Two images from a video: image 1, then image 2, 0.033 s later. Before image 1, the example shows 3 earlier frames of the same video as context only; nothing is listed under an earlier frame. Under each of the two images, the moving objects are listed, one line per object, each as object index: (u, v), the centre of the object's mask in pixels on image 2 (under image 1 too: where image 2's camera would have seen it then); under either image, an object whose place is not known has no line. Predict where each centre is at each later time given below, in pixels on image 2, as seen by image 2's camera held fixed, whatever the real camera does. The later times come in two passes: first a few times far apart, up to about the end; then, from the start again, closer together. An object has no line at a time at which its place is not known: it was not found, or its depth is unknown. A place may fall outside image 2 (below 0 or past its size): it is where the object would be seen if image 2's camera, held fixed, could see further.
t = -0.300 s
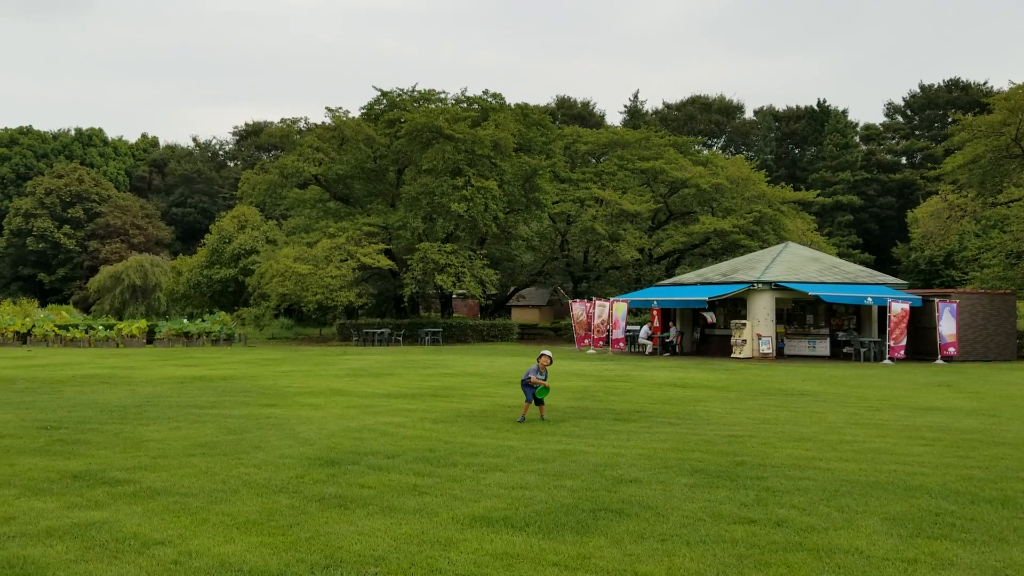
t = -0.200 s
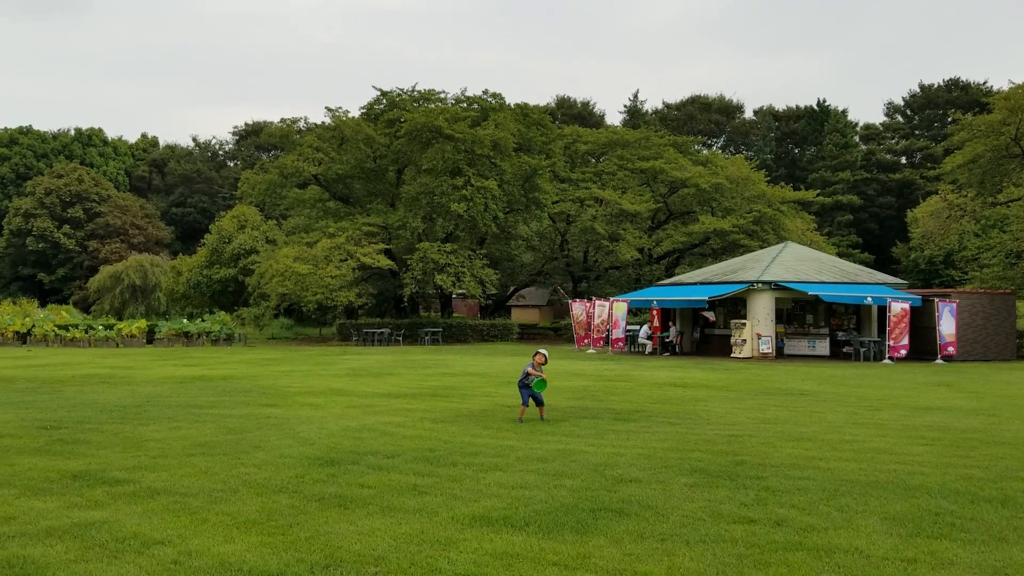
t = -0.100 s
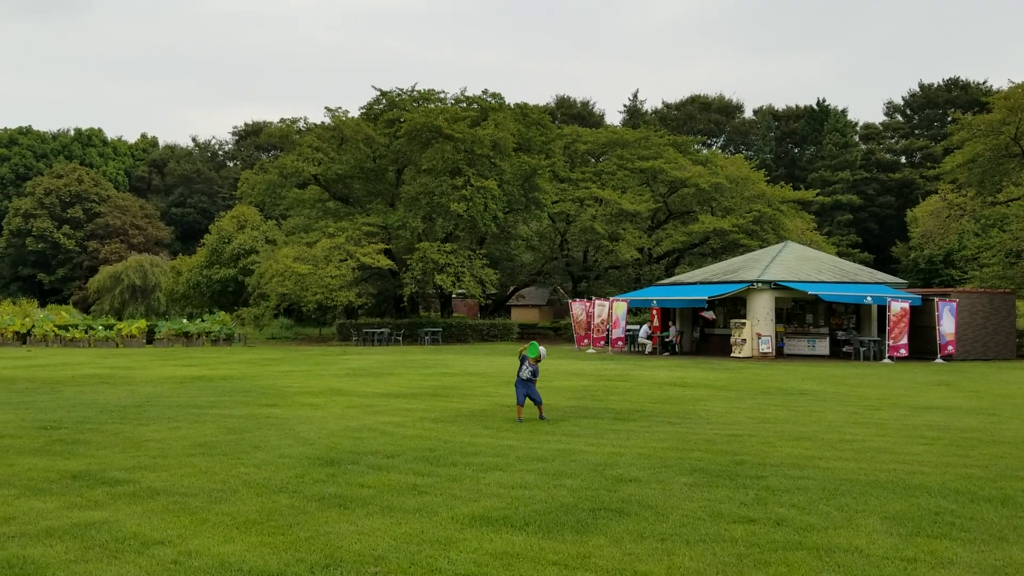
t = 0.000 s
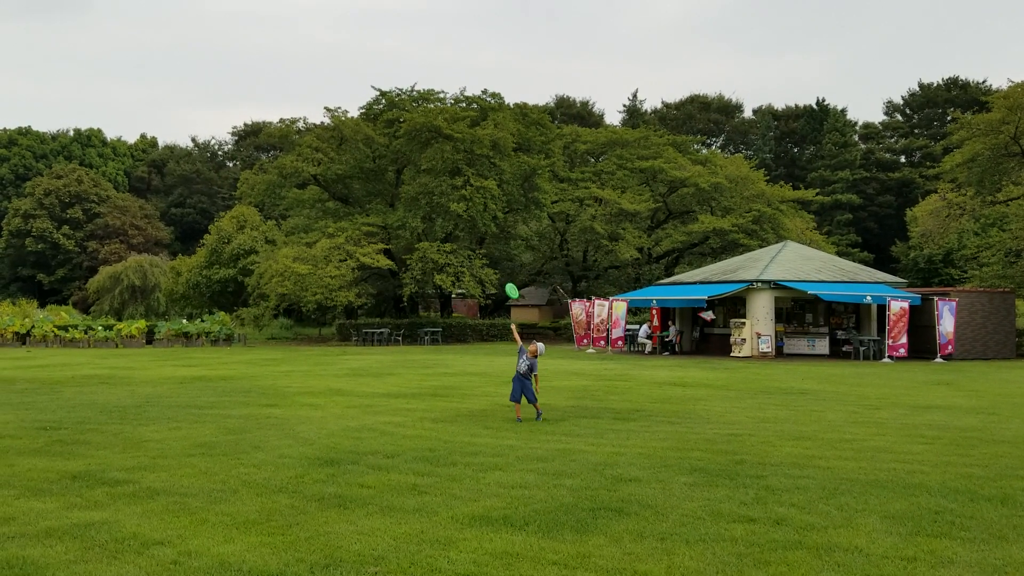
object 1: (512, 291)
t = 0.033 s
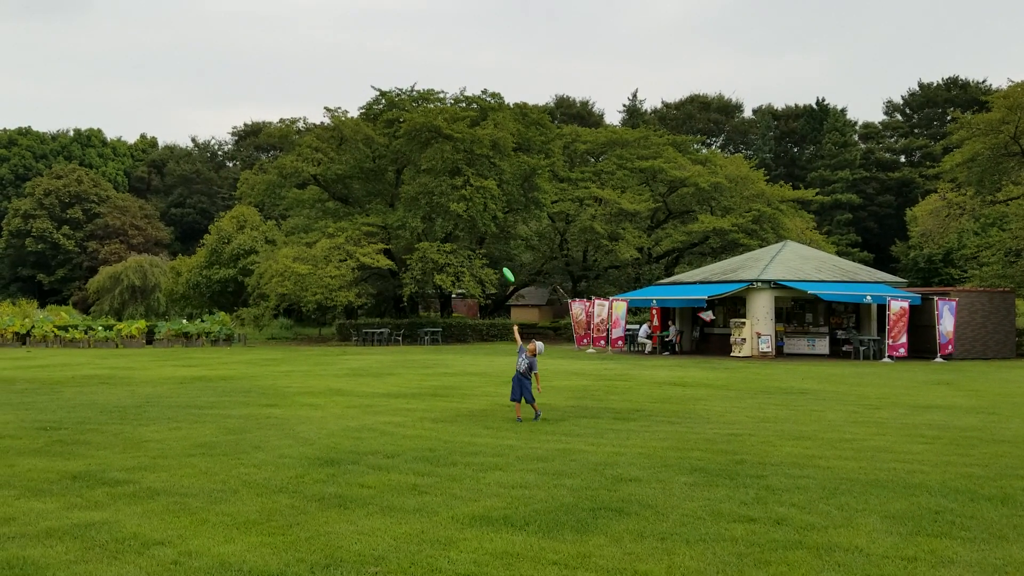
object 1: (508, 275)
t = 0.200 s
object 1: (496, 213)
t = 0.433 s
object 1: (495, 165)
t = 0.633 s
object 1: (509, 147)
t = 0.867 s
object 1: (534, 149)
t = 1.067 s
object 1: (560, 169)
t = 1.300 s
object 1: (600, 208)
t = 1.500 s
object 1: (642, 250)
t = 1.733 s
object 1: (703, 301)
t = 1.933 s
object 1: (761, 342)
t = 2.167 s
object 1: (827, 391)
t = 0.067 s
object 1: (504, 260)
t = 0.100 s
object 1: (501, 247)
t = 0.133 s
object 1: (498, 234)
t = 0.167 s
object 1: (497, 223)
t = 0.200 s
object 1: (496, 213)
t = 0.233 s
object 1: (494, 203)
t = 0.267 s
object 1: (494, 195)
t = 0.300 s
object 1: (493, 188)
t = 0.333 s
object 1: (493, 181)
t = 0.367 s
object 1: (493, 175)
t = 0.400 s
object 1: (494, 169)
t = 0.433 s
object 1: (495, 165)
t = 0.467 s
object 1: (496, 160)
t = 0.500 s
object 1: (499, 156)
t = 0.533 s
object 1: (501, 153)
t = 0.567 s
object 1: (503, 150)
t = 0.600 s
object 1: (506, 148)
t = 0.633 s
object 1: (509, 147)
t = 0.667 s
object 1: (512, 146)
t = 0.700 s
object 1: (515, 145)
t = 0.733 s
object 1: (519, 145)
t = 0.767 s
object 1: (522, 145)
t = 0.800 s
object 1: (526, 146)
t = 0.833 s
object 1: (530, 147)
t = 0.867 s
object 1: (534, 149)
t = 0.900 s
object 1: (538, 151)
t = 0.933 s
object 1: (542, 154)
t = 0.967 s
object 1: (547, 157)
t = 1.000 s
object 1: (551, 161)
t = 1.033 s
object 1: (556, 164)
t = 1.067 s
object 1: (560, 169)
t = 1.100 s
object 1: (566, 174)
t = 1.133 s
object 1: (571, 179)
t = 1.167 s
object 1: (576, 184)
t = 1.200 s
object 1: (582, 190)
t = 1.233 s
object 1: (588, 196)
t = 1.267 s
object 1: (594, 202)
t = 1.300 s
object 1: (600, 208)
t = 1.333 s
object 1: (607, 215)
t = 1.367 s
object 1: (613, 221)
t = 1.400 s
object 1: (620, 228)
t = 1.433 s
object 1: (627, 235)
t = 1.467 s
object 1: (634, 243)
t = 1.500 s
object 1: (642, 250)
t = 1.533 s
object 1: (650, 258)
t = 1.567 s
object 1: (658, 265)
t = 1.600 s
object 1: (666, 273)
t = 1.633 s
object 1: (674, 279)
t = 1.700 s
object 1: (694, 294)
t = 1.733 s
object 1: (703, 301)
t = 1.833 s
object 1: (732, 322)
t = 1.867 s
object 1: (741, 329)
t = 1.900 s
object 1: (751, 336)
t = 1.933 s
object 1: (761, 342)
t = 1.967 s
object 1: (771, 350)
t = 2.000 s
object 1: (780, 356)
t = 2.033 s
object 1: (790, 363)
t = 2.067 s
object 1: (800, 370)
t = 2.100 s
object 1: (810, 377)
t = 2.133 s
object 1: (818, 384)
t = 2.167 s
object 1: (827, 391)
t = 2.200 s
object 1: (835, 398)
